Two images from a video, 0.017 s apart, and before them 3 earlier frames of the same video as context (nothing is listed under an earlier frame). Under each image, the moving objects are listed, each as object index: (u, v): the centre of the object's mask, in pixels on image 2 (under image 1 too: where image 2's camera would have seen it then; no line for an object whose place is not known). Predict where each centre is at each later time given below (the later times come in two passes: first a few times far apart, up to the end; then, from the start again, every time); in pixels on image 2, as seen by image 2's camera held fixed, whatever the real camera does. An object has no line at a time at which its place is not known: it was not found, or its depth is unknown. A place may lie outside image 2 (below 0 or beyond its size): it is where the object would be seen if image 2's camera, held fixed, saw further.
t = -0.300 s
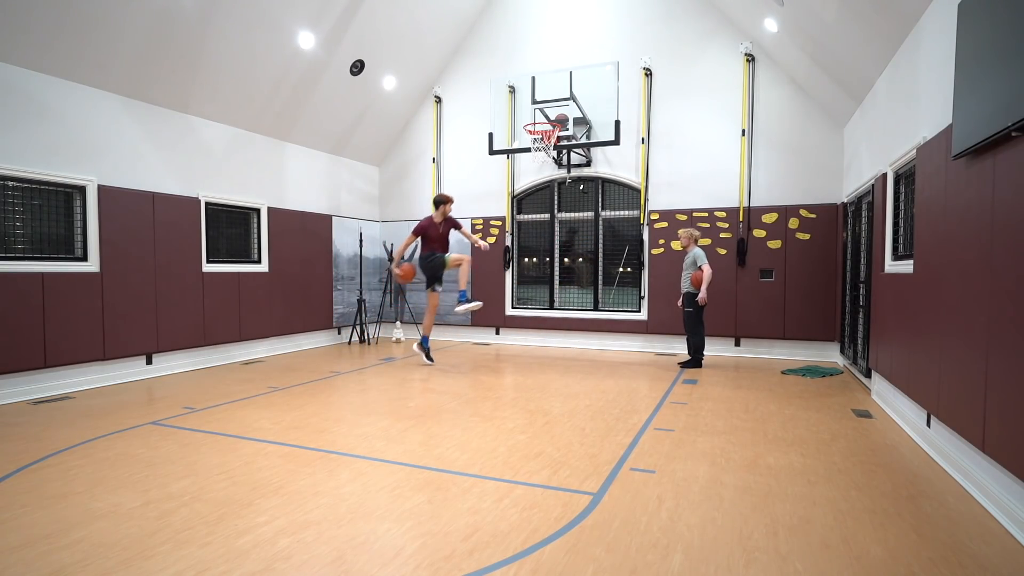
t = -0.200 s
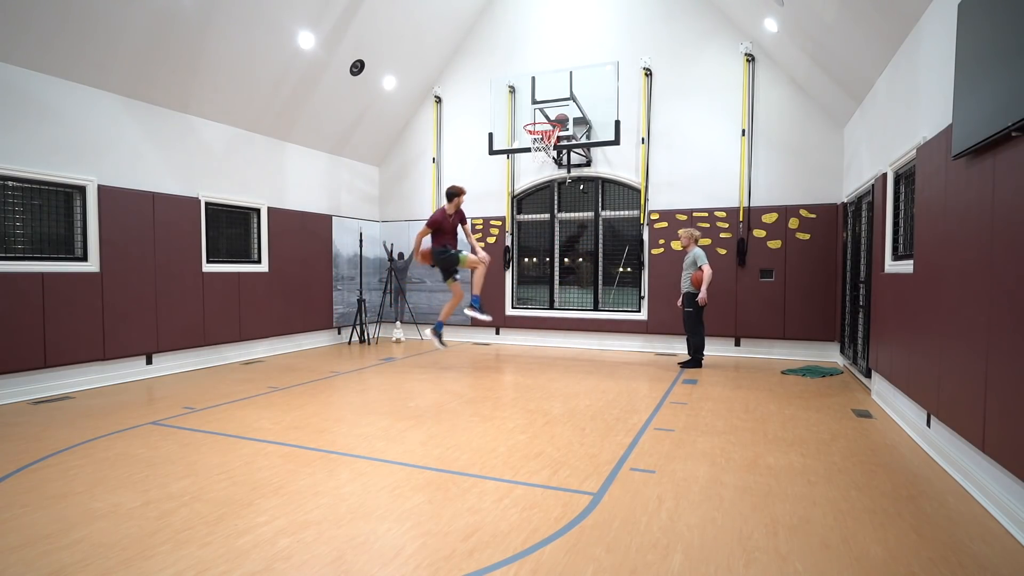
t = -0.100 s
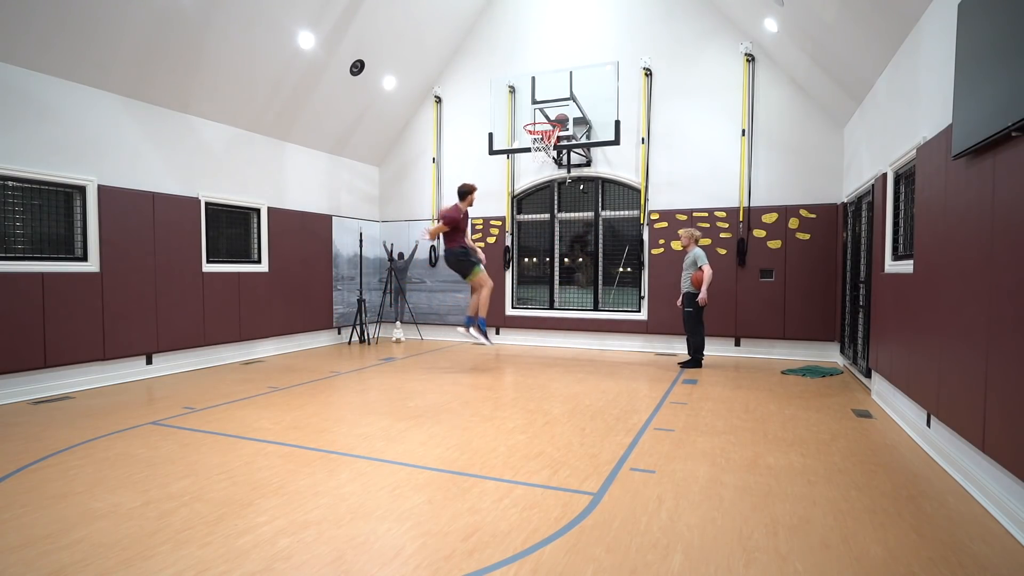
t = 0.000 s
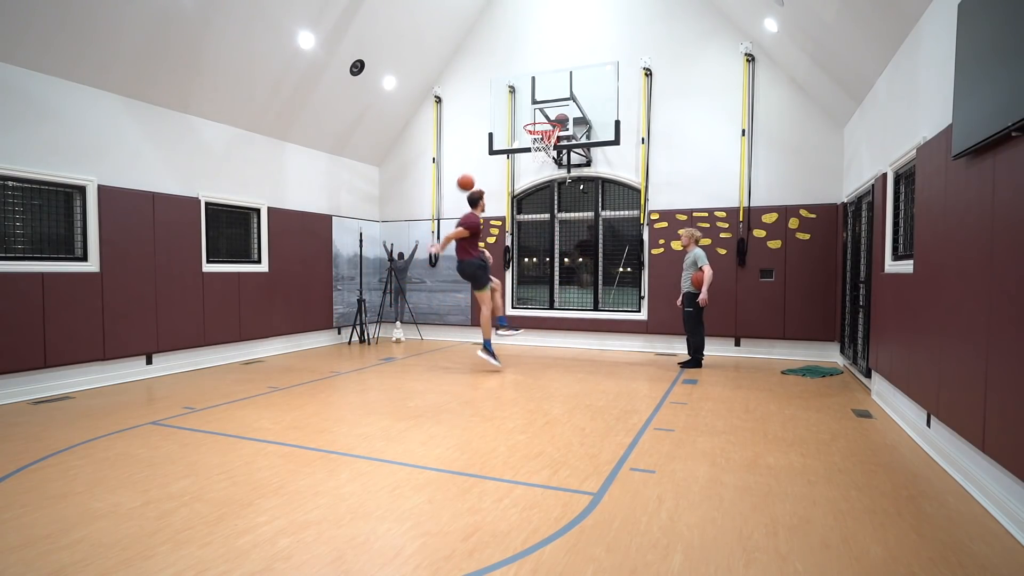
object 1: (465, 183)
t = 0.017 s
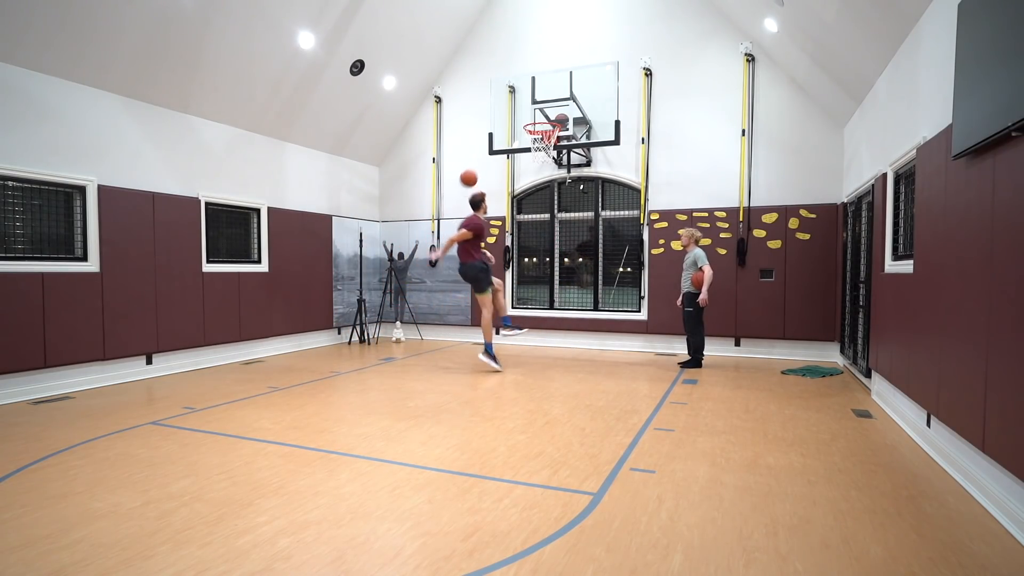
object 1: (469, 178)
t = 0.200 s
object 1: (500, 144)
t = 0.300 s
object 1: (516, 136)
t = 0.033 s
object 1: (472, 174)
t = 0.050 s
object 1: (474, 170)
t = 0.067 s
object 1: (477, 166)
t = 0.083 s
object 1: (480, 162)
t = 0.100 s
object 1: (483, 159)
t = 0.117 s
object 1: (486, 156)
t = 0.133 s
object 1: (489, 153)
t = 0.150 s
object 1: (491, 151)
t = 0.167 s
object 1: (494, 148)
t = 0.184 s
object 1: (497, 146)
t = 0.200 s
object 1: (500, 144)
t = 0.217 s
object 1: (503, 142)
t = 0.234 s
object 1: (505, 140)
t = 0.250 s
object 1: (508, 139)
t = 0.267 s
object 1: (510, 138)
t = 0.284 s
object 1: (513, 137)
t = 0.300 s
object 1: (516, 136)
